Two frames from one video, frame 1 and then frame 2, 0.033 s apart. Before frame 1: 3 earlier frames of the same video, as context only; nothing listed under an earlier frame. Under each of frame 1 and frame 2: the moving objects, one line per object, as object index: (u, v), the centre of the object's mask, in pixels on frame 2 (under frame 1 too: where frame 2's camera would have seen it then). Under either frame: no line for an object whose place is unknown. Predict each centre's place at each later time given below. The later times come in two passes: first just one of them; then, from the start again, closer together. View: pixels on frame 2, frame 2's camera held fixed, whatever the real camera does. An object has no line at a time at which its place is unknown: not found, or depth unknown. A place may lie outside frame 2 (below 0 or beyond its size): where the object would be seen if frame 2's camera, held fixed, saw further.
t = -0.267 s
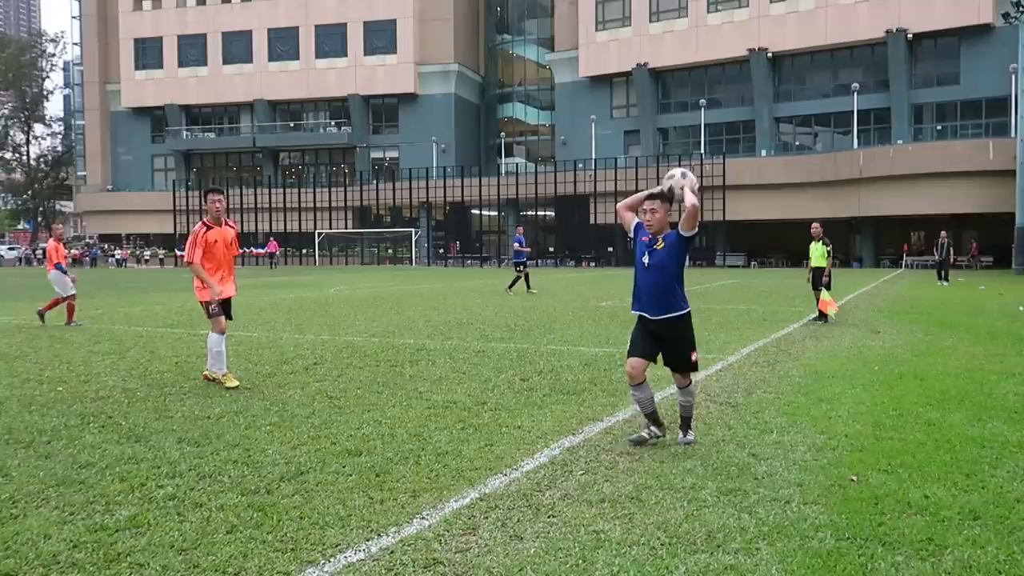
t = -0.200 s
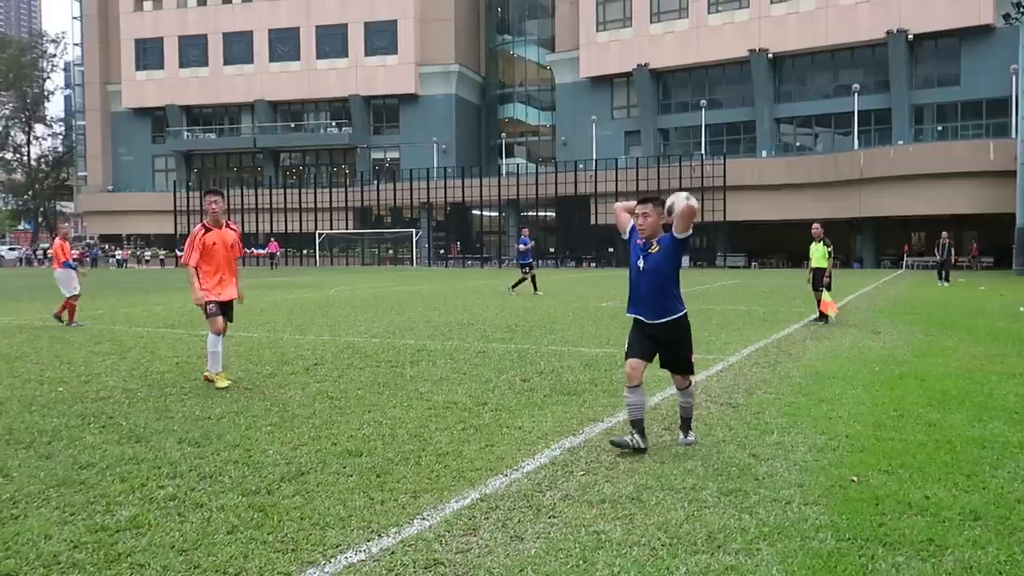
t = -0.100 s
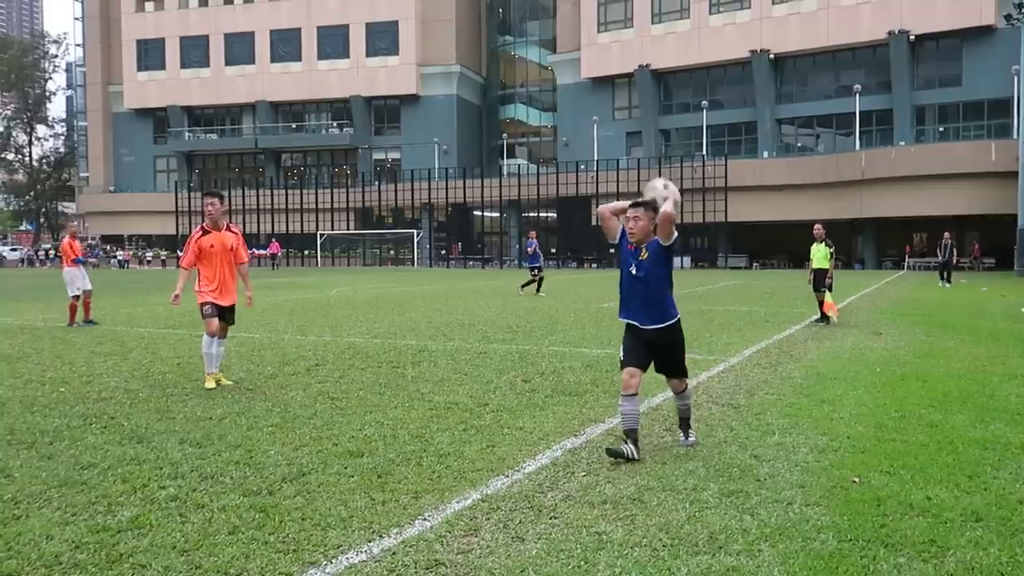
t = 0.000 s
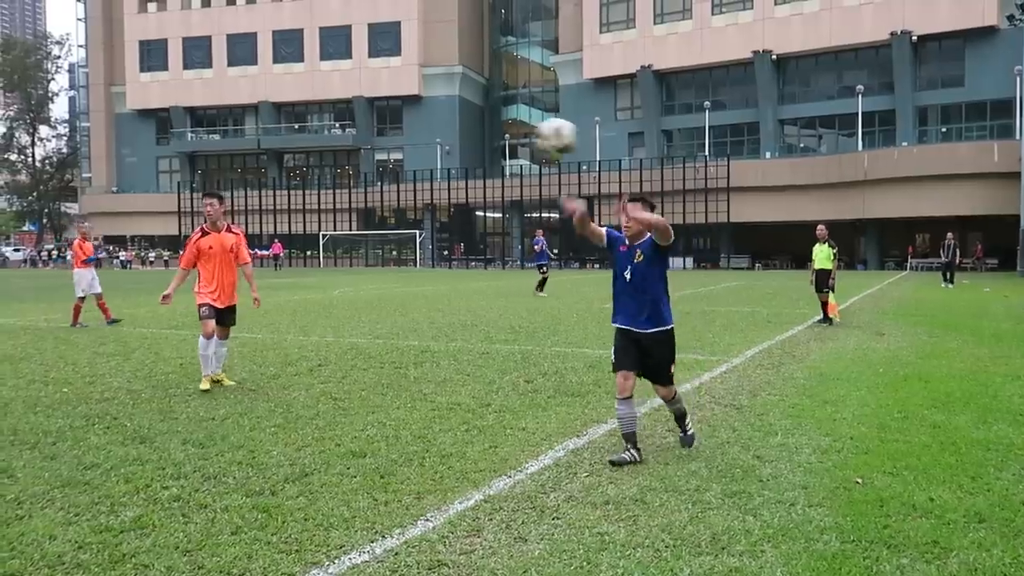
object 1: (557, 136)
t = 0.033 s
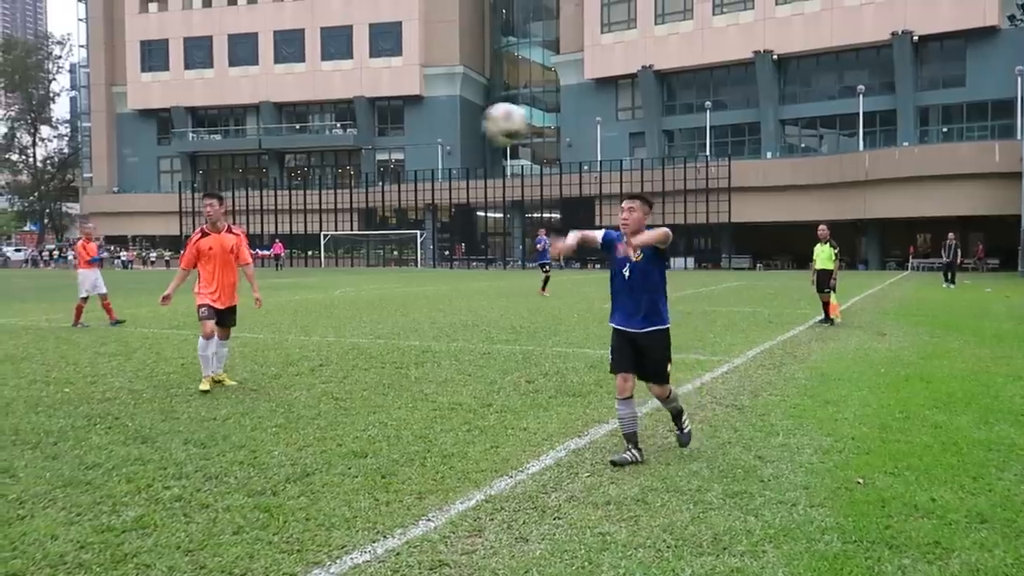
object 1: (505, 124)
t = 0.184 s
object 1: (154, 69)
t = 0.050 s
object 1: (479, 118)
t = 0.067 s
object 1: (448, 110)
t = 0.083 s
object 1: (415, 104)
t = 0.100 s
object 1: (382, 98)
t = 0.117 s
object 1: (343, 89)
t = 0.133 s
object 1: (304, 86)
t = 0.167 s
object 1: (207, 75)
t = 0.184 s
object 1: (154, 69)
